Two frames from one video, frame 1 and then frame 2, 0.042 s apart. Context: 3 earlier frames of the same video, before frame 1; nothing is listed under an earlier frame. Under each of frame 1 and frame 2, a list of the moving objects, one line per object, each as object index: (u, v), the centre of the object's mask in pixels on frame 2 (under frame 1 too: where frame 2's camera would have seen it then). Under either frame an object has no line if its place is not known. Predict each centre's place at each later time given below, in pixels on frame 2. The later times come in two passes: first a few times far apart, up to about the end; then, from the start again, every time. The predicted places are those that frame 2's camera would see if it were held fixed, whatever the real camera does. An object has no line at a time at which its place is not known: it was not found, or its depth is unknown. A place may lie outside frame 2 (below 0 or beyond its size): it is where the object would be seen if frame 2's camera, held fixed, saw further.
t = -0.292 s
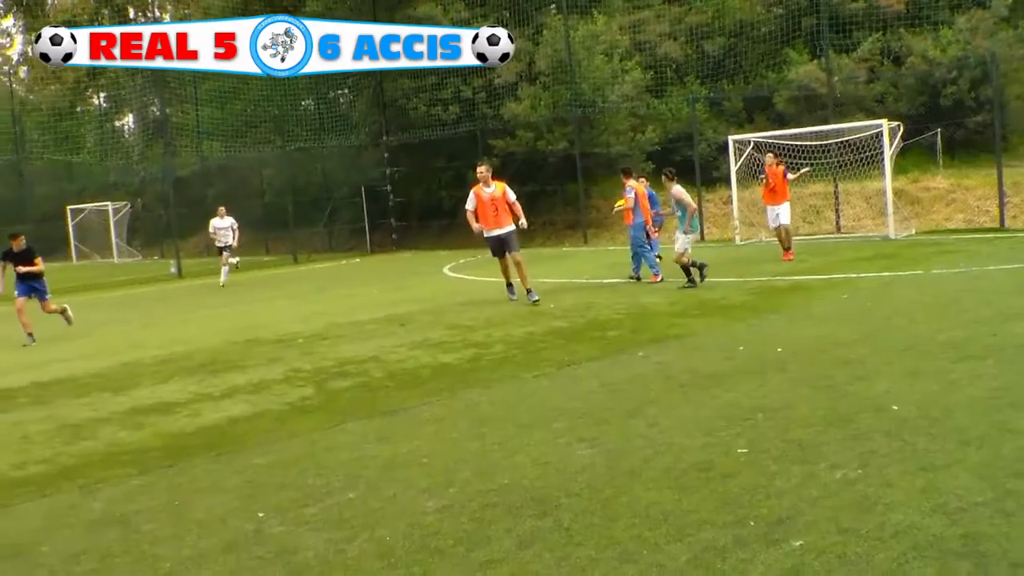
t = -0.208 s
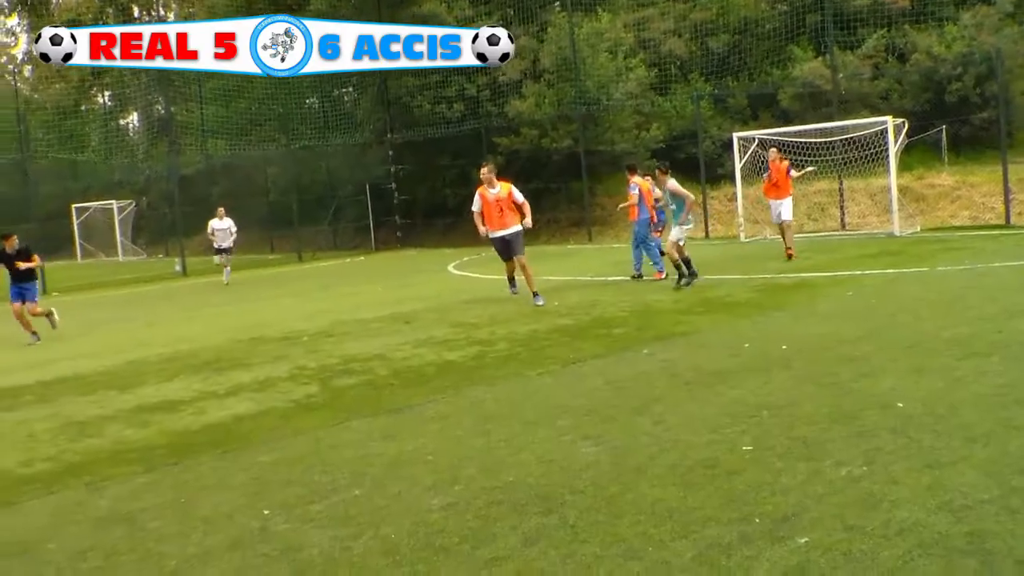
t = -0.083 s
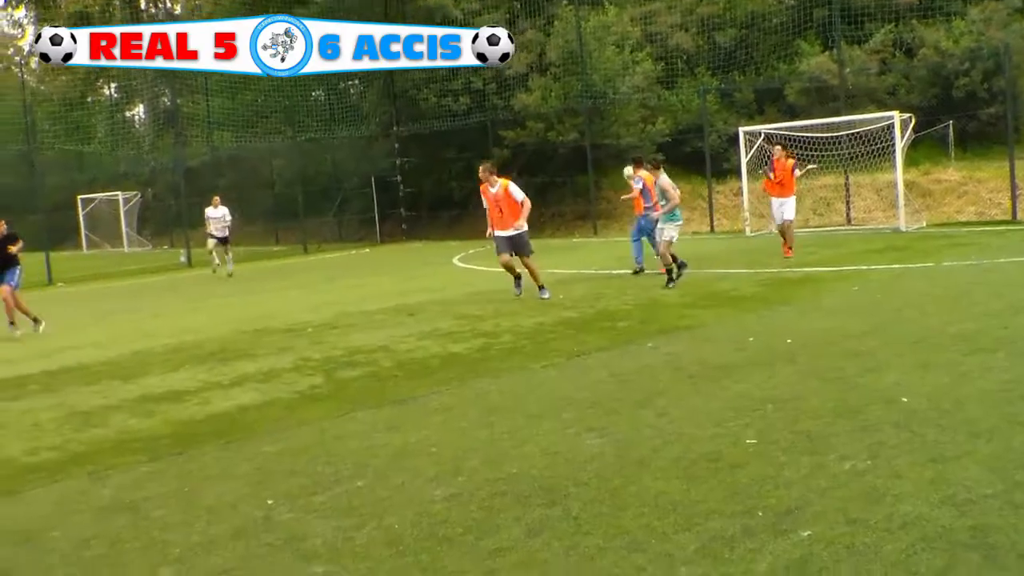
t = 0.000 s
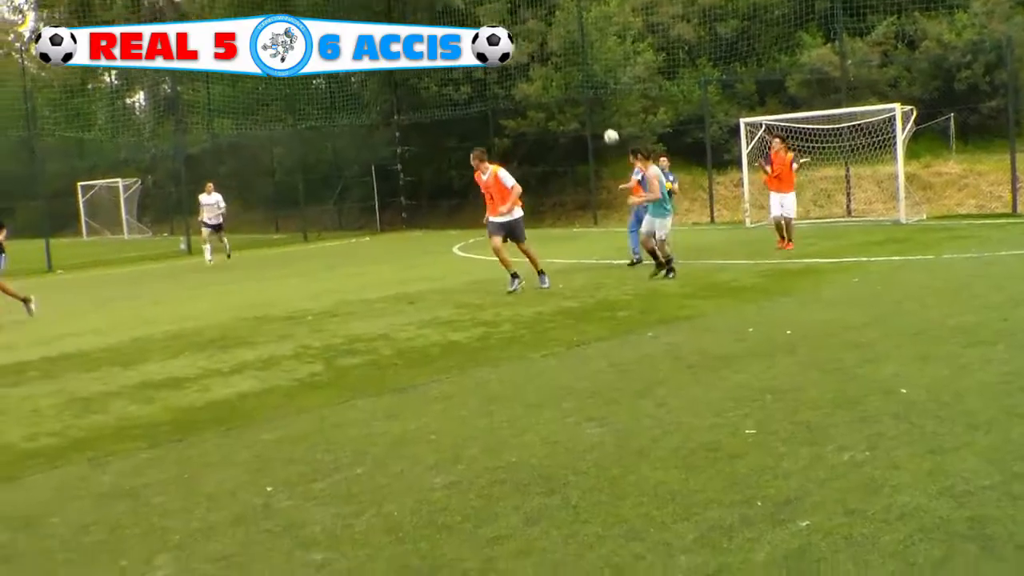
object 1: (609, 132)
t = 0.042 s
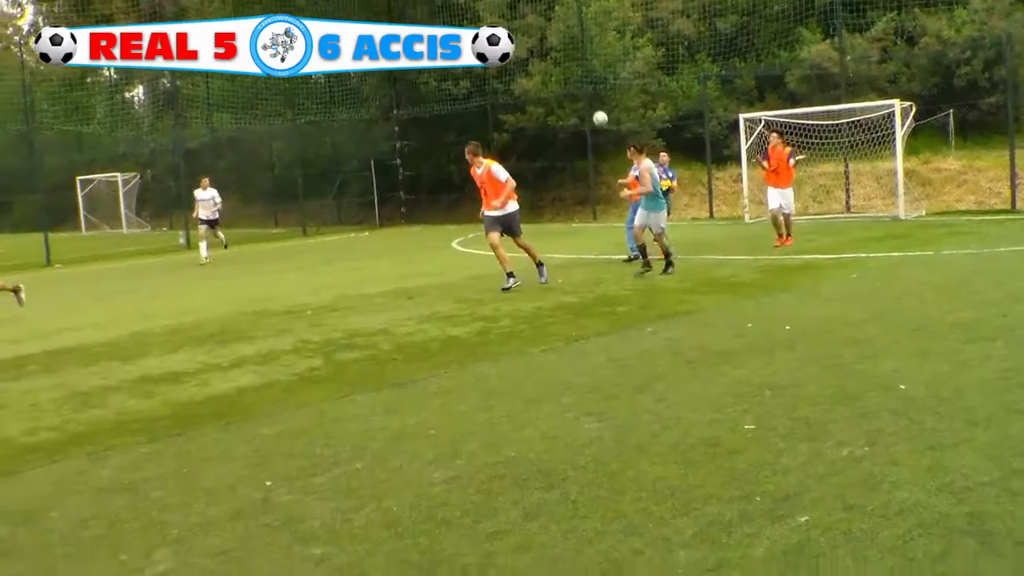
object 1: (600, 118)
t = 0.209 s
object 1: (563, 67)
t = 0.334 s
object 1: (533, 32)
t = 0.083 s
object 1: (592, 105)
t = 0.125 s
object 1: (582, 92)
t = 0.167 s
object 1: (573, 80)
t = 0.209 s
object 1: (563, 67)
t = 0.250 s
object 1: (554, 55)
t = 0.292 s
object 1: (543, 44)
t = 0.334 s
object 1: (533, 32)
